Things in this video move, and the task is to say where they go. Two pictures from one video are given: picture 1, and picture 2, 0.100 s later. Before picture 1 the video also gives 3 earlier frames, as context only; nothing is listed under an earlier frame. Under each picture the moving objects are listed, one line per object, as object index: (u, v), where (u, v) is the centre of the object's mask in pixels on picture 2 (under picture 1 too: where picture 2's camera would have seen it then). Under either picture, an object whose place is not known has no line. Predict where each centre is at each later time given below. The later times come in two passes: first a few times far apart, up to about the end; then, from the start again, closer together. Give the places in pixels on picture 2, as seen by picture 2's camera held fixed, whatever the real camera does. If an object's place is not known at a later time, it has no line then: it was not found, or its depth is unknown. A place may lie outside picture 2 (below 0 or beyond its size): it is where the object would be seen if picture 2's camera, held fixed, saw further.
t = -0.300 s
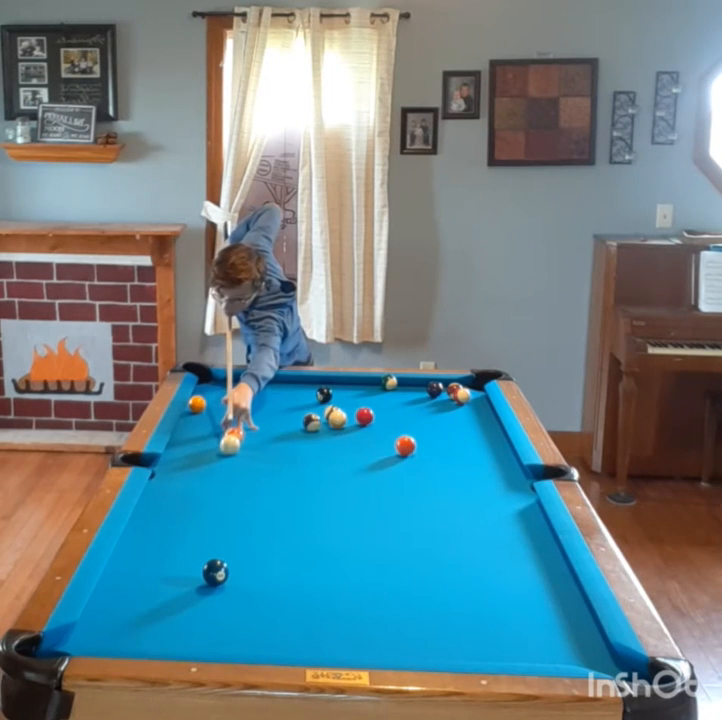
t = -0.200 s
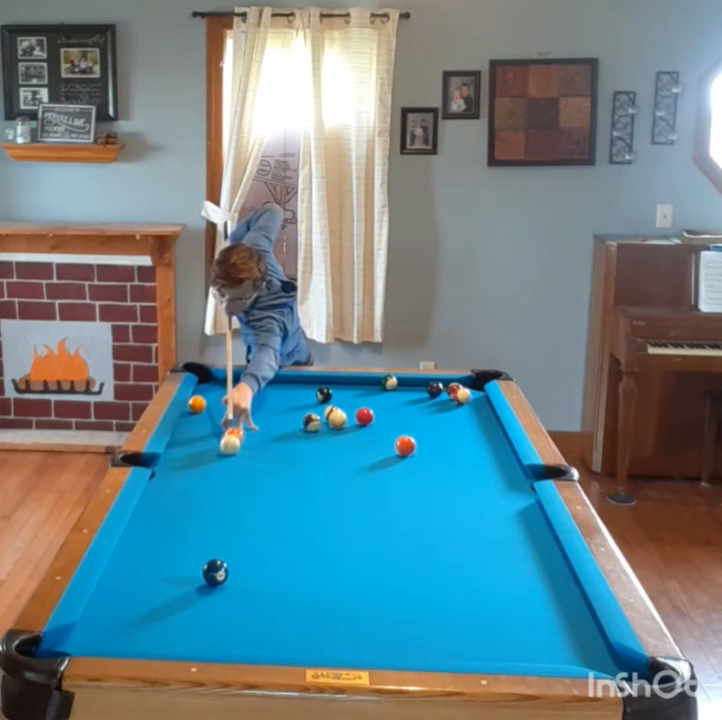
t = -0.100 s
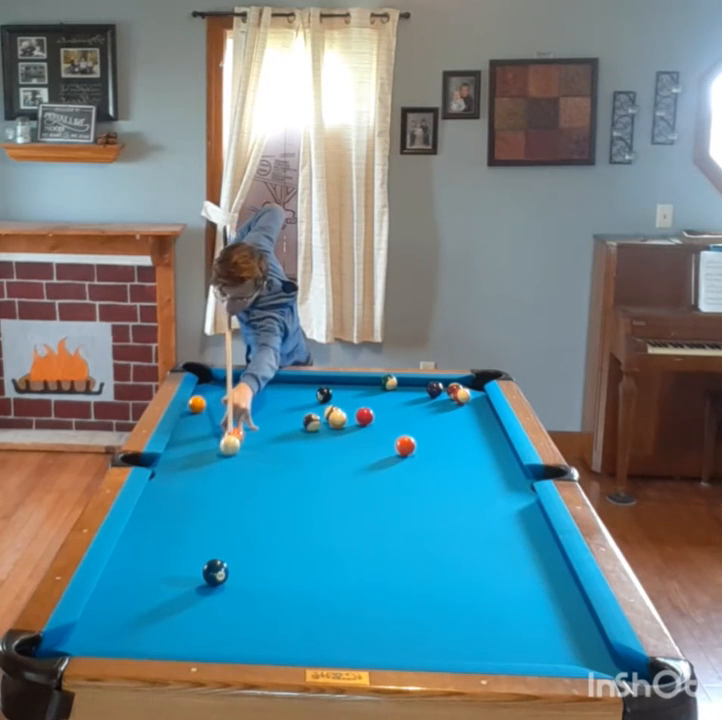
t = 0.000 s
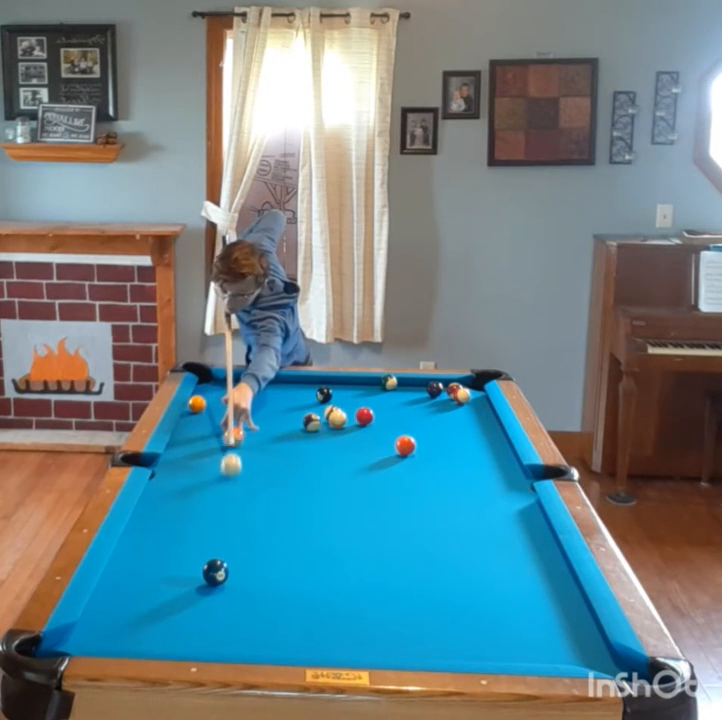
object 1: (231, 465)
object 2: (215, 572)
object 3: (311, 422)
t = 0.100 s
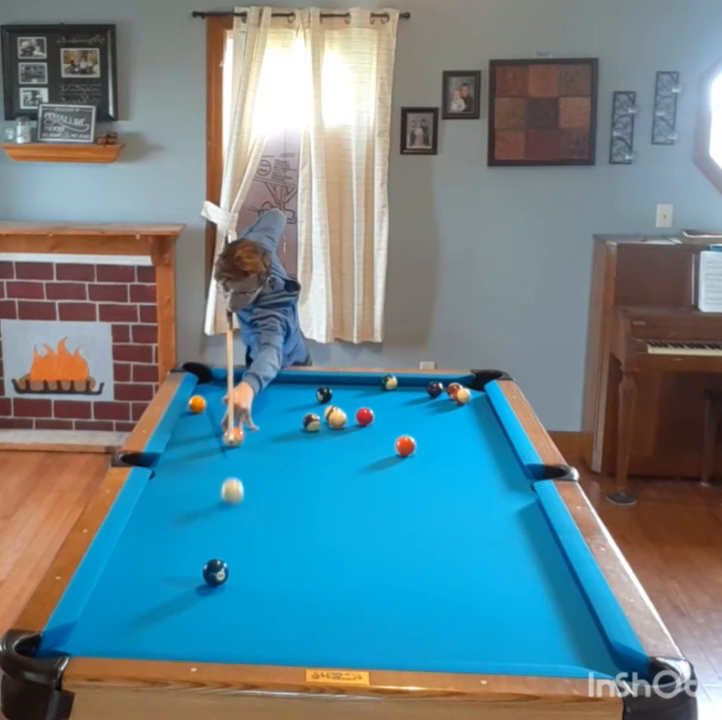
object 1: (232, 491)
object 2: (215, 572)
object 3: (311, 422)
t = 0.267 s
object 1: (235, 541)
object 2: (215, 572)
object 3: (311, 422)
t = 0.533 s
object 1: (316, 616)
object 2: (143, 603)
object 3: (311, 422)
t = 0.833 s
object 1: (418, 621)
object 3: (311, 422)
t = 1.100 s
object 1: (484, 587)
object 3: (311, 422)
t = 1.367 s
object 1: (541, 559)
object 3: (311, 422)
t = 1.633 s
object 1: (515, 532)
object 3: (311, 422)
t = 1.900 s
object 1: (473, 508)
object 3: (311, 422)
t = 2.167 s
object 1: (437, 488)
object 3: (311, 422)
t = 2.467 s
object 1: (402, 469)
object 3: (311, 422)
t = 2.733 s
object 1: (375, 454)
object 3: (311, 422)
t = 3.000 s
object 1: (351, 440)
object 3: (311, 422)
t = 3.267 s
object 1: (329, 428)
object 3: (311, 422)
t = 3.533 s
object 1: (326, 423)
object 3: (299, 416)
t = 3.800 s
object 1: (321, 421)
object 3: (284, 412)
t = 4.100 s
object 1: (318, 420)
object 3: (269, 407)
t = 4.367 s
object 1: (315, 418)
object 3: (256, 402)
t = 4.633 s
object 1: (313, 417)
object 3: (246, 397)
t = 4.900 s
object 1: (311, 417)
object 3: (236, 394)
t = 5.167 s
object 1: (310, 416)
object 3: (227, 391)
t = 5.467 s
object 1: (309, 416)
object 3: (218, 387)
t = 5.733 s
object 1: (309, 416)
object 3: (210, 385)
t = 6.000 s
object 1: (309, 416)
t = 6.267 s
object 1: (309, 416)
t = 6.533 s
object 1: (309, 416)
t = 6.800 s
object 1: (309, 416)
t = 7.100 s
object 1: (309, 416)
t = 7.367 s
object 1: (309, 416)
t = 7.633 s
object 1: (309, 416)
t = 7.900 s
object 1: (309, 416)
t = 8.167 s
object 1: (309, 416)
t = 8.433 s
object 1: (309, 416)
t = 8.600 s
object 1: (309, 416)
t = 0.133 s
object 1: (233, 500)
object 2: (215, 572)
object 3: (311, 422)
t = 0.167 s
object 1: (233, 510)
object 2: (215, 572)
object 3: (311, 422)
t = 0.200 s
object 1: (234, 520)
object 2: (215, 572)
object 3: (311, 422)
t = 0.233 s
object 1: (234, 530)
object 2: (215, 573)
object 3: (311, 422)
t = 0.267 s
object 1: (235, 541)
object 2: (215, 572)
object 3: (311, 422)
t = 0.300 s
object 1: (236, 553)
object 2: (215, 572)
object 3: (311, 422)
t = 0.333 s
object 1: (239, 565)
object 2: (213, 573)
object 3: (311, 422)
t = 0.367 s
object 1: (251, 572)
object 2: (200, 578)
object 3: (311, 422)
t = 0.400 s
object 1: (265, 579)
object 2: (187, 584)
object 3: (311, 422)
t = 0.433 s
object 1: (278, 588)
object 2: (175, 590)
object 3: (311, 422)
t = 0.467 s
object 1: (291, 597)
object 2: (164, 593)
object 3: (311, 422)
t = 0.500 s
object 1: (303, 606)
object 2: (153, 599)
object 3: (311, 422)
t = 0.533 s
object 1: (316, 616)
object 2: (143, 603)
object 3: (311, 422)
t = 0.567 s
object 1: (330, 626)
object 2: (133, 608)
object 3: (311, 422)
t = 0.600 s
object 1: (344, 636)
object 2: (123, 612)
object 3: (311, 422)
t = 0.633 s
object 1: (358, 644)
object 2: (111, 617)
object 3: (311, 422)
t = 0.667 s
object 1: (372, 646)
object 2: (100, 621)
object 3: (311, 422)
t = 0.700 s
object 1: (381, 642)
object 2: (91, 625)
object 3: (311, 422)
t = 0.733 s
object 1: (390, 636)
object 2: (88, 631)
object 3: (311, 422)
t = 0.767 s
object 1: (400, 631)
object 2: (85, 636)
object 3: (311, 422)
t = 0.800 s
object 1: (409, 626)
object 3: (311, 422)
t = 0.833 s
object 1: (418, 621)
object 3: (311, 422)
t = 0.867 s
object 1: (427, 617)
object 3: (311, 422)
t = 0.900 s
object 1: (436, 612)
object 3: (311, 422)
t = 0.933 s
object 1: (444, 608)
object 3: (311, 422)
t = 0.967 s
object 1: (452, 604)
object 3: (311, 422)
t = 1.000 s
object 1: (461, 599)
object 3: (311, 422)
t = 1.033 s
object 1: (469, 595)
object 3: (311, 422)
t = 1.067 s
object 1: (477, 591)
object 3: (311, 422)
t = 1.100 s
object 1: (484, 587)
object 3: (311, 422)
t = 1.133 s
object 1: (492, 583)
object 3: (311, 422)
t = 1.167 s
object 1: (499, 579)
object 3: (311, 422)
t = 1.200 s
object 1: (507, 576)
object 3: (311, 422)
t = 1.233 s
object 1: (513, 572)
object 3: (311, 422)
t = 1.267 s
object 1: (520, 568)
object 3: (311, 422)
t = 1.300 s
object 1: (527, 565)
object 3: (311, 422)
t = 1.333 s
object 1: (534, 562)
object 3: (311, 422)
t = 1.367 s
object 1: (541, 559)
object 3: (311, 422)
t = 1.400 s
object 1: (547, 555)
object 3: (311, 422)
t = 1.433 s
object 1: (551, 552)
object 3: (311, 422)
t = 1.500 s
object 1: (539, 545)
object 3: (311, 422)
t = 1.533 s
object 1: (533, 542)
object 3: (311, 422)
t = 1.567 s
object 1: (527, 538)
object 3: (311, 422)
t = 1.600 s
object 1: (521, 535)
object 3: (311, 422)
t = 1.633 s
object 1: (515, 532)
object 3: (311, 422)
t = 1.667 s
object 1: (510, 529)
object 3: (311, 422)
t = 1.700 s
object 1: (504, 525)
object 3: (311, 422)
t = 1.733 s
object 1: (499, 523)
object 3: (311, 422)
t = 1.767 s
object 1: (494, 520)
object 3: (311, 422)
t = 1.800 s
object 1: (488, 517)
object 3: (311, 422)
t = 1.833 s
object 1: (483, 514)
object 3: (311, 422)
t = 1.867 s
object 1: (479, 511)
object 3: (311, 422)
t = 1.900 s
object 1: (473, 508)
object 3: (311, 422)
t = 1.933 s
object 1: (469, 506)
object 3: (311, 422)
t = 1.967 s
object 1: (464, 503)
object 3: (311, 422)
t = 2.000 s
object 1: (459, 500)
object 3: (311, 422)
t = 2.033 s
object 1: (455, 498)
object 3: (311, 422)
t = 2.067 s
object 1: (450, 496)
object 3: (311, 422)
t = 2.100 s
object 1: (446, 493)
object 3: (311, 422)
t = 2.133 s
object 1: (442, 491)
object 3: (311, 422)
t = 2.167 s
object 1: (437, 488)
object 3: (311, 422)
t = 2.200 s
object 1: (433, 486)
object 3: (311, 422)
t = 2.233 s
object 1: (429, 484)
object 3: (311, 422)
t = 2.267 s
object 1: (425, 482)
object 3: (311, 422)
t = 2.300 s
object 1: (421, 480)
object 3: (311, 422)
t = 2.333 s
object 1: (417, 477)
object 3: (311, 422)
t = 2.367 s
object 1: (413, 475)
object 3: (311, 422)
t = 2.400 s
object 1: (409, 473)
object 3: (311, 422)
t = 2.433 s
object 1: (406, 471)
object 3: (311, 422)
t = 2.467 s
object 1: (402, 469)
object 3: (311, 422)
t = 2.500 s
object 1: (398, 467)
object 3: (311, 422)
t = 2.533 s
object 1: (395, 465)
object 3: (311, 422)
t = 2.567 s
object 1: (391, 463)
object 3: (311, 422)
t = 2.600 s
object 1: (388, 461)
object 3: (311, 422)
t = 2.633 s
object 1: (385, 459)
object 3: (311, 422)
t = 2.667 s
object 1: (381, 458)
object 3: (311, 422)
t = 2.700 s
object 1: (378, 456)
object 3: (311, 422)
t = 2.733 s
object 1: (375, 454)
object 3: (311, 422)
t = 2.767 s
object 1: (372, 452)
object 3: (311, 422)
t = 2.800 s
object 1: (369, 450)
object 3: (311, 422)
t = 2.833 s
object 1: (365, 448)
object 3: (311, 422)
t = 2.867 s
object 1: (362, 447)
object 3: (311, 422)
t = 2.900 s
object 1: (359, 445)
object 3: (311, 422)
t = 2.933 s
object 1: (356, 443)
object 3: (311, 422)
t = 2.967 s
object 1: (354, 442)
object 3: (311, 422)
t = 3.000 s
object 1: (351, 440)
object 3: (311, 422)
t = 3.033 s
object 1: (348, 439)
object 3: (311, 422)
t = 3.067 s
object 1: (345, 437)
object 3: (311, 422)
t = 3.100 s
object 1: (342, 436)
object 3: (311, 422)
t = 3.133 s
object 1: (340, 434)
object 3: (311, 422)
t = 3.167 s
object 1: (337, 433)
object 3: (311, 422)
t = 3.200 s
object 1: (334, 431)
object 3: (311, 422)
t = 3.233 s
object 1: (332, 429)
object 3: (311, 422)
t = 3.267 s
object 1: (329, 428)
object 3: (311, 422)
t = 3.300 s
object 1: (327, 427)
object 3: (310, 422)
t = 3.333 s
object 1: (325, 426)
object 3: (309, 421)
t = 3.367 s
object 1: (326, 425)
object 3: (307, 421)
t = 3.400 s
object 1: (326, 425)
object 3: (306, 420)
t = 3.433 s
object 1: (326, 424)
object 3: (304, 419)
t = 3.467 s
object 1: (326, 424)
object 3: (302, 418)
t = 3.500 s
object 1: (326, 424)
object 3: (300, 417)
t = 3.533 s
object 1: (326, 423)
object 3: (299, 416)
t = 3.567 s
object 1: (326, 423)
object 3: (296, 416)
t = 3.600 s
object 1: (325, 423)
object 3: (294, 415)
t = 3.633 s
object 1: (324, 422)
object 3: (292, 415)
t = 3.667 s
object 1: (324, 422)
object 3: (290, 415)
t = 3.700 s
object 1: (323, 422)
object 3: (289, 414)
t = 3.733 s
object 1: (323, 422)
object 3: (287, 414)
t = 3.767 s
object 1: (322, 422)
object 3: (286, 413)
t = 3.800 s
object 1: (321, 421)
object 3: (284, 412)
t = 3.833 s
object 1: (321, 421)
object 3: (282, 411)
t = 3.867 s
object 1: (321, 421)
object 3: (280, 410)
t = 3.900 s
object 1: (320, 421)
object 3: (278, 409)
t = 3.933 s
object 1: (320, 421)
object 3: (277, 409)
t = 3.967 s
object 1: (320, 421)
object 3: (275, 408)
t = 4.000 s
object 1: (319, 420)
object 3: (273, 408)
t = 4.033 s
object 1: (319, 420)
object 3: (272, 408)
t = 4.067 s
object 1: (318, 420)
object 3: (270, 407)
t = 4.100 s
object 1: (318, 420)
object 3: (269, 407)
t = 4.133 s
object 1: (317, 419)
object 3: (268, 406)
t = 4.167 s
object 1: (317, 419)
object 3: (266, 405)
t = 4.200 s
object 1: (317, 419)
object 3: (264, 404)
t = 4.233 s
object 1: (316, 419)
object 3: (263, 404)
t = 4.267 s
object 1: (316, 419)
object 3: (261, 403)
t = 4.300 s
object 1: (315, 419)
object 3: (259, 403)
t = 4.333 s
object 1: (315, 418)
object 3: (258, 402)
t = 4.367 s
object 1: (315, 418)
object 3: (256, 402)
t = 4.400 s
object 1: (315, 418)
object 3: (255, 402)
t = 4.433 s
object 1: (314, 418)
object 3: (254, 402)
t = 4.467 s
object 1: (314, 418)
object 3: (253, 401)
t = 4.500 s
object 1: (314, 418)
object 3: (252, 400)
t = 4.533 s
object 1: (314, 418)
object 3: (250, 400)
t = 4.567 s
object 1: (313, 418)
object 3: (249, 399)
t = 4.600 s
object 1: (313, 417)
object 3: (247, 398)
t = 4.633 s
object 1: (313, 417)
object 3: (246, 397)
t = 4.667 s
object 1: (312, 417)
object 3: (244, 397)
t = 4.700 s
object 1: (312, 417)
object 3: (243, 396)
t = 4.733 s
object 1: (312, 417)
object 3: (241, 396)
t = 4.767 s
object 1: (312, 417)
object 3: (240, 396)
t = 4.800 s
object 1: (311, 417)
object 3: (239, 396)
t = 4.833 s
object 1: (311, 417)
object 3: (238, 396)
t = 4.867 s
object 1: (311, 417)
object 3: (237, 395)
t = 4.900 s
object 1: (311, 417)
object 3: (236, 394)
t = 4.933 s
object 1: (311, 417)
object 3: (235, 394)
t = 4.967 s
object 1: (310, 417)
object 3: (234, 393)
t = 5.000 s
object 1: (310, 416)
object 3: (233, 392)
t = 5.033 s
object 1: (310, 416)
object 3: (232, 392)
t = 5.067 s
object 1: (310, 416)
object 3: (231, 391)
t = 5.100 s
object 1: (310, 416)
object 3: (229, 391)
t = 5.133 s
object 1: (310, 416)
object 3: (228, 391)
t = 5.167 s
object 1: (310, 416)
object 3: (227, 391)
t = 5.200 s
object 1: (310, 416)
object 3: (226, 391)
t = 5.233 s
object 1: (310, 416)
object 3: (225, 390)
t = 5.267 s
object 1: (310, 416)
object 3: (224, 390)
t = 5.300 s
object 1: (309, 416)
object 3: (223, 390)
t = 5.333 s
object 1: (309, 416)
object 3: (222, 389)
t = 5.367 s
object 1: (309, 416)
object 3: (221, 389)
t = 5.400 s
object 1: (309, 416)
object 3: (221, 388)
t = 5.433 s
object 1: (309, 416)
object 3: (219, 388)
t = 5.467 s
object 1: (309, 416)
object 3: (218, 387)
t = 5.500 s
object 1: (309, 416)
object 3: (217, 387)
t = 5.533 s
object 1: (309, 416)
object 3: (216, 387)
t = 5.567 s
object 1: (309, 416)
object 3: (215, 386)
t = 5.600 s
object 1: (309, 416)
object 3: (214, 386)
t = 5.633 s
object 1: (309, 416)
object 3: (213, 386)
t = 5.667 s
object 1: (309, 416)
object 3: (212, 385)
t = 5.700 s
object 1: (309, 416)
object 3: (211, 385)
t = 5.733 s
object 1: (309, 416)
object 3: (210, 385)
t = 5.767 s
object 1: (309, 416)
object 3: (210, 384)
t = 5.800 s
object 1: (309, 416)
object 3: (209, 384)
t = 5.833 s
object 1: (309, 416)
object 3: (208, 384)
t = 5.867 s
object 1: (309, 416)
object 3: (208, 384)
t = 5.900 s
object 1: (309, 416)
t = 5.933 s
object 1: (309, 416)
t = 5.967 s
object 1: (309, 416)
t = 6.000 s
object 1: (309, 416)
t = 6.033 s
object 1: (309, 416)
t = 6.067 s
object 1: (309, 416)
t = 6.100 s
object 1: (309, 416)
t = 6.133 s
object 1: (309, 416)
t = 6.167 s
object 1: (309, 416)
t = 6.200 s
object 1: (309, 416)
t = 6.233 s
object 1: (309, 416)
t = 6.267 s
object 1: (309, 416)
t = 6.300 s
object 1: (309, 416)
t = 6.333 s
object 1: (309, 416)
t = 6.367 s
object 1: (309, 416)
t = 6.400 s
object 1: (309, 416)
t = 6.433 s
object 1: (309, 416)
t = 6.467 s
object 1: (309, 416)
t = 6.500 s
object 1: (309, 416)
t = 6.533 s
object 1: (309, 416)
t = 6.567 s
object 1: (309, 416)
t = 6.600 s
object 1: (309, 416)
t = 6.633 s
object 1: (309, 416)
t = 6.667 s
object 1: (309, 416)
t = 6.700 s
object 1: (309, 416)
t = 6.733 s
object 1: (309, 416)
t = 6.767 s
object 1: (309, 416)
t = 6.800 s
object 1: (309, 416)
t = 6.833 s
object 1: (309, 416)
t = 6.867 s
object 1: (309, 416)
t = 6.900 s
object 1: (309, 416)
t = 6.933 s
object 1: (309, 416)
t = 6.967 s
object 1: (309, 416)
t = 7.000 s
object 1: (309, 416)
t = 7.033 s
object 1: (309, 416)
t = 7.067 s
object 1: (309, 416)
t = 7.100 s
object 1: (309, 416)
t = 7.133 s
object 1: (309, 416)
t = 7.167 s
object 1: (309, 416)
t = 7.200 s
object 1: (309, 416)
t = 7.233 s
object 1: (309, 416)
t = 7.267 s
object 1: (309, 416)
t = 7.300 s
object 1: (309, 416)
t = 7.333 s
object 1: (309, 416)
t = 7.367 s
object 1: (309, 416)
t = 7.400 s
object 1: (309, 416)
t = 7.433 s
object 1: (309, 416)
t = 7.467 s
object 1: (309, 416)
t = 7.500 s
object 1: (309, 416)
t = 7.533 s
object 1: (309, 416)
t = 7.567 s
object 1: (309, 416)
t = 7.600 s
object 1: (309, 416)
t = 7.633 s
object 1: (309, 416)
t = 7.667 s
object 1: (309, 416)
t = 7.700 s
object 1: (309, 416)
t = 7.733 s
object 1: (309, 416)
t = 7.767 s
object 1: (309, 416)
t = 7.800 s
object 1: (309, 416)
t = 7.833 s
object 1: (309, 416)
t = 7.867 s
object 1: (309, 416)
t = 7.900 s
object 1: (309, 416)
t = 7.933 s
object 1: (309, 416)
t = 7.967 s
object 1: (309, 416)
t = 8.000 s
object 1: (309, 416)
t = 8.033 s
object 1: (309, 416)
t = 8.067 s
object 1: (309, 416)
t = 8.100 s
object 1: (309, 416)
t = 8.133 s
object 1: (309, 416)
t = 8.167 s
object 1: (309, 416)
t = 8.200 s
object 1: (309, 416)
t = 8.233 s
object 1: (309, 416)
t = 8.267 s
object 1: (309, 416)
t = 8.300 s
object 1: (309, 416)
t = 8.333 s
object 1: (309, 416)
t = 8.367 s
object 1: (309, 416)
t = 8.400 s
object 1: (309, 416)
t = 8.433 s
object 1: (309, 416)
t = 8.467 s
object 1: (309, 416)
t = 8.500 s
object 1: (309, 416)
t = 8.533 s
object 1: (309, 416)
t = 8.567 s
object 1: (309, 416)
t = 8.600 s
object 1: (309, 416)
